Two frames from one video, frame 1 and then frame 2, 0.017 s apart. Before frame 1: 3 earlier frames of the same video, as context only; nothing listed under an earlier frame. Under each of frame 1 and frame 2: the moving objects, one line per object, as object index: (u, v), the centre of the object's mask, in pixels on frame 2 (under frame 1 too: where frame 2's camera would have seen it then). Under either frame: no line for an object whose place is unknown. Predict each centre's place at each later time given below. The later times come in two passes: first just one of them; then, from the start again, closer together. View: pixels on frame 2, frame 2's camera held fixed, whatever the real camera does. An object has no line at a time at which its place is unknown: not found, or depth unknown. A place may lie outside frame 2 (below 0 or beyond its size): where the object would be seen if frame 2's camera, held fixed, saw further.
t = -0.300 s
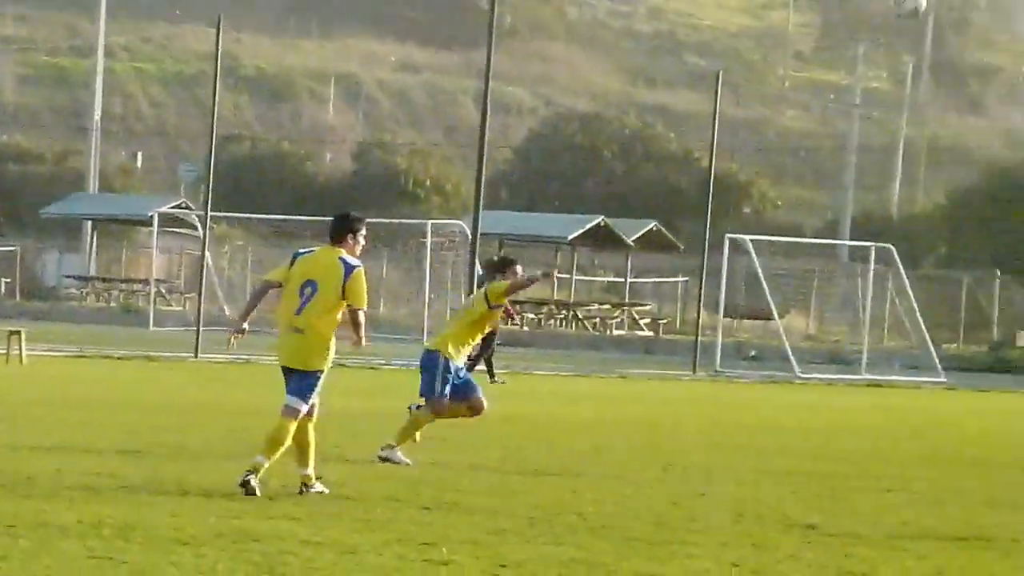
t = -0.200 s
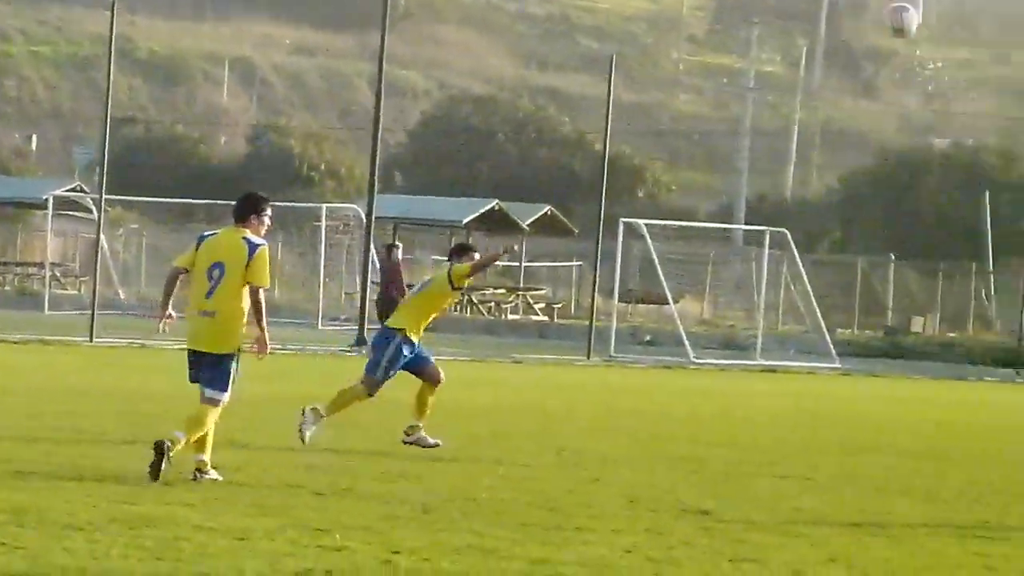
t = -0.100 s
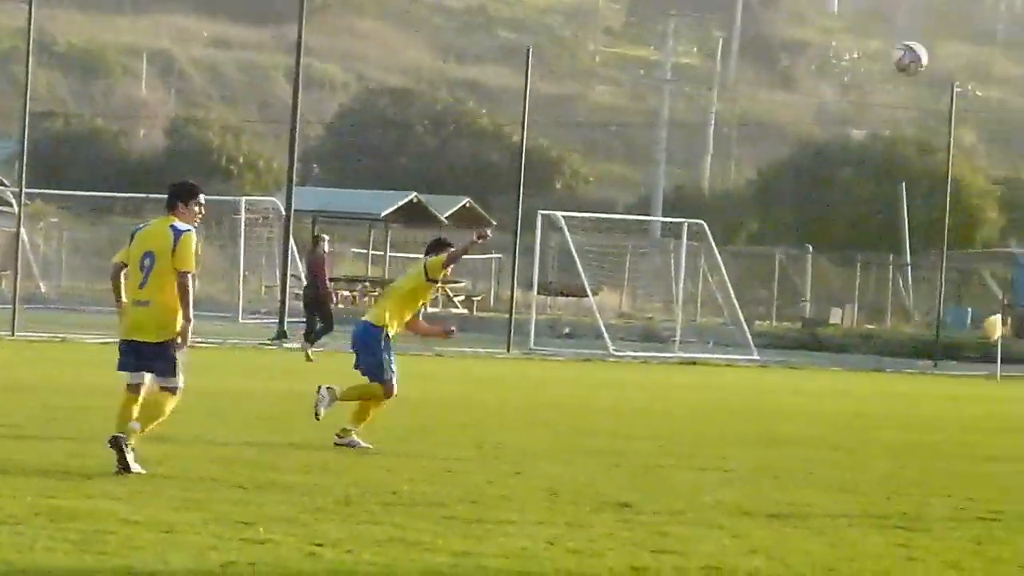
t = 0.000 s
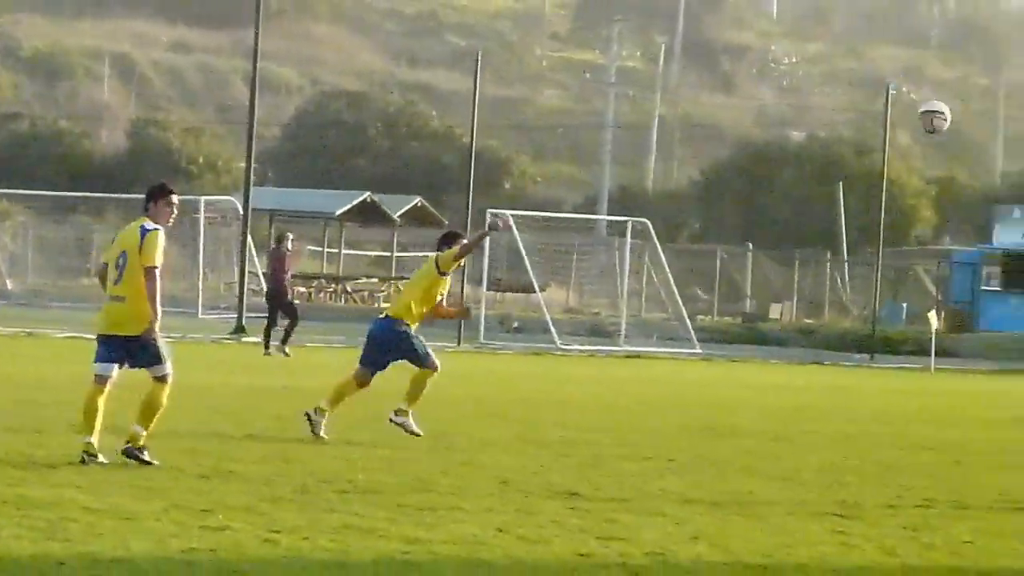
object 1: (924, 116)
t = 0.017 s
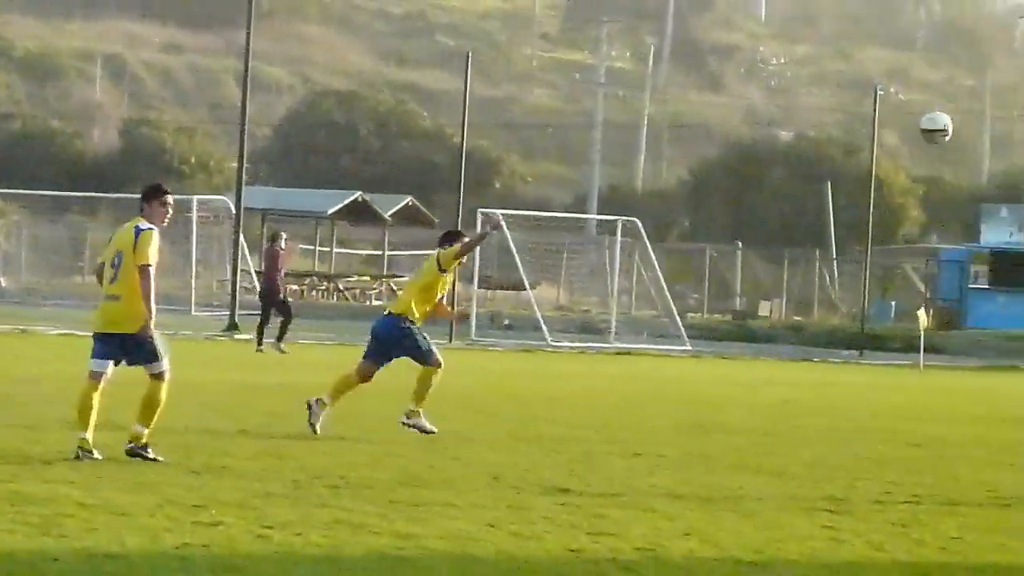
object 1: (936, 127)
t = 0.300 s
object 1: (1164, 335)
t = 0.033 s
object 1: (950, 137)
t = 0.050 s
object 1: (965, 147)
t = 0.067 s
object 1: (980, 158)
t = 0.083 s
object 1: (989, 170)
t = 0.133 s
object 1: (1030, 206)
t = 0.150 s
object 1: (1043, 218)
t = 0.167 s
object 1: (1056, 231)
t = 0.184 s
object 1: (1070, 243)
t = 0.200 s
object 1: (1081, 255)
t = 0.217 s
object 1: (1097, 271)
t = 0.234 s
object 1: (1110, 283)
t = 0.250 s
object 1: (1123, 298)
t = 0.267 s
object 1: (1134, 312)
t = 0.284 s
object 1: (1151, 322)
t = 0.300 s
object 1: (1164, 335)
